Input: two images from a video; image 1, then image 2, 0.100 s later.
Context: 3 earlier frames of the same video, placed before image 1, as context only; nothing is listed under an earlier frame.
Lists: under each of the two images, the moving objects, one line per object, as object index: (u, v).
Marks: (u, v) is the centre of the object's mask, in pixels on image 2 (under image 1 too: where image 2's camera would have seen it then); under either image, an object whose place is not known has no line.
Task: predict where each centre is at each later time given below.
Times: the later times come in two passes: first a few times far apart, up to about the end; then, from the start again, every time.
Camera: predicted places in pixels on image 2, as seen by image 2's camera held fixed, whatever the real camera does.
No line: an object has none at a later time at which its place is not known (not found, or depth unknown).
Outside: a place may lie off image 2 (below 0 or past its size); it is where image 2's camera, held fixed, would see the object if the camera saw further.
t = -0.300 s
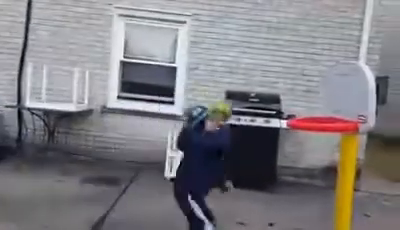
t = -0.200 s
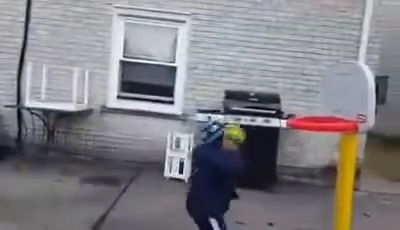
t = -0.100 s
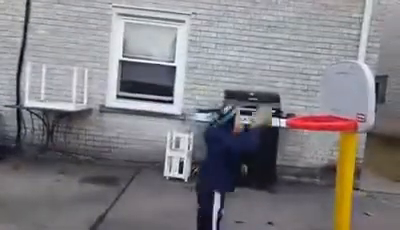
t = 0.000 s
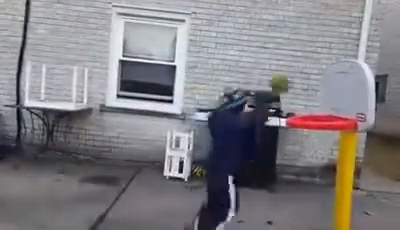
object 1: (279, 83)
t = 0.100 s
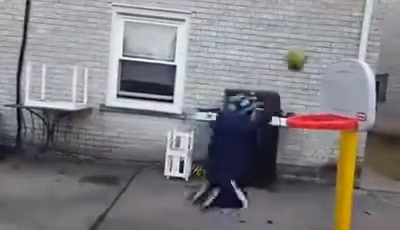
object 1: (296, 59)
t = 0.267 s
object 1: (315, 57)
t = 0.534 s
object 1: (251, 76)
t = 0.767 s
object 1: (197, 157)
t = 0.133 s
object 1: (299, 57)
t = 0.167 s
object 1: (305, 56)
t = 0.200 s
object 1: (308, 56)
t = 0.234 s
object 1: (313, 55)
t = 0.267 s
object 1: (315, 57)
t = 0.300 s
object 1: (313, 57)
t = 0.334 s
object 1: (305, 55)
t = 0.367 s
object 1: (297, 55)
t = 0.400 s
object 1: (287, 56)
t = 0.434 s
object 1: (278, 59)
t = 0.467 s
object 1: (269, 64)
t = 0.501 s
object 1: (260, 70)
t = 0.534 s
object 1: (251, 76)
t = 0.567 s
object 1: (243, 84)
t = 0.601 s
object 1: (236, 90)
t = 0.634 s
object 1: (232, 102)
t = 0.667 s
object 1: (219, 112)
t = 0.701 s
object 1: (212, 128)
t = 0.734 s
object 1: (203, 138)
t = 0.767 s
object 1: (197, 157)
